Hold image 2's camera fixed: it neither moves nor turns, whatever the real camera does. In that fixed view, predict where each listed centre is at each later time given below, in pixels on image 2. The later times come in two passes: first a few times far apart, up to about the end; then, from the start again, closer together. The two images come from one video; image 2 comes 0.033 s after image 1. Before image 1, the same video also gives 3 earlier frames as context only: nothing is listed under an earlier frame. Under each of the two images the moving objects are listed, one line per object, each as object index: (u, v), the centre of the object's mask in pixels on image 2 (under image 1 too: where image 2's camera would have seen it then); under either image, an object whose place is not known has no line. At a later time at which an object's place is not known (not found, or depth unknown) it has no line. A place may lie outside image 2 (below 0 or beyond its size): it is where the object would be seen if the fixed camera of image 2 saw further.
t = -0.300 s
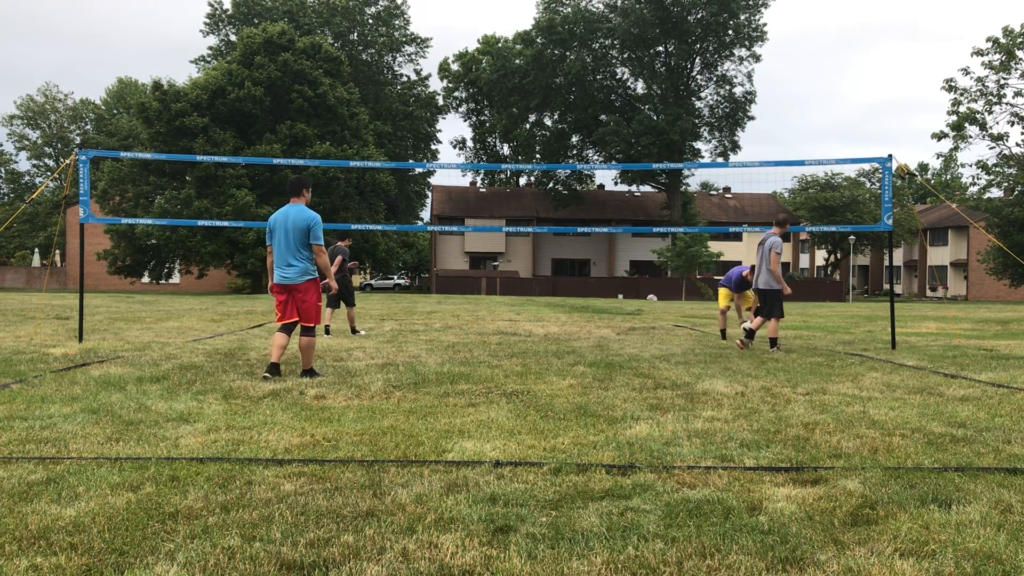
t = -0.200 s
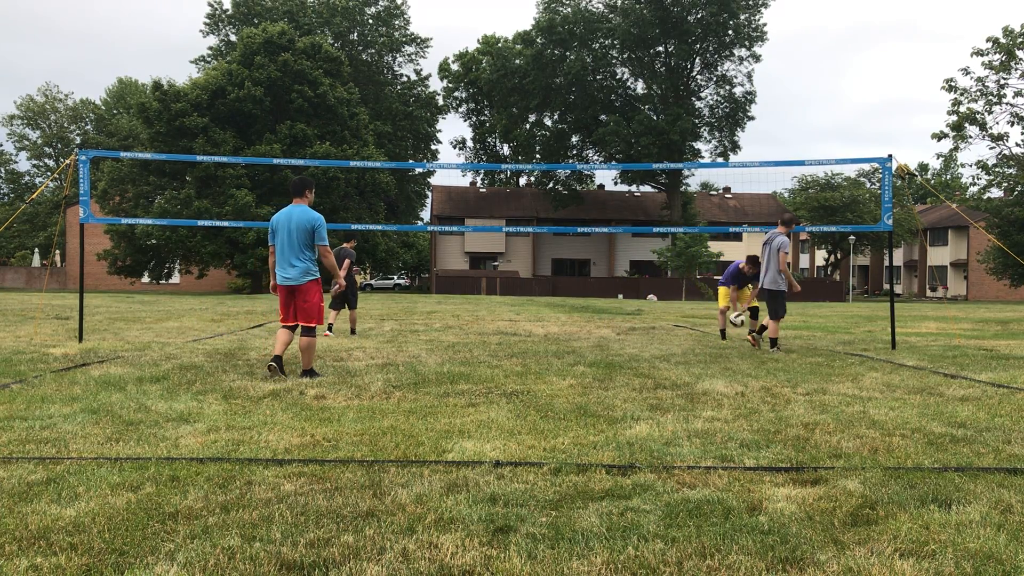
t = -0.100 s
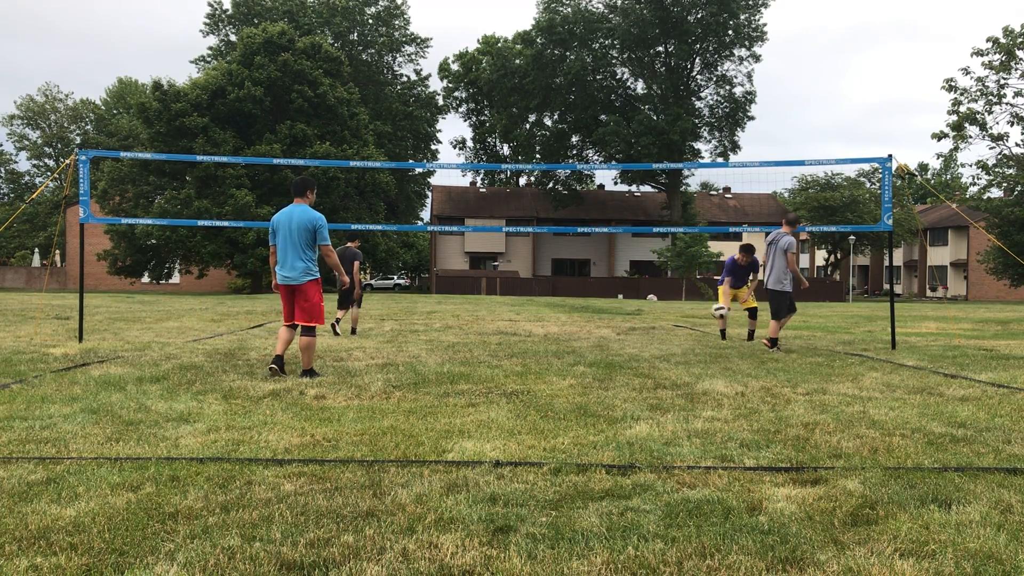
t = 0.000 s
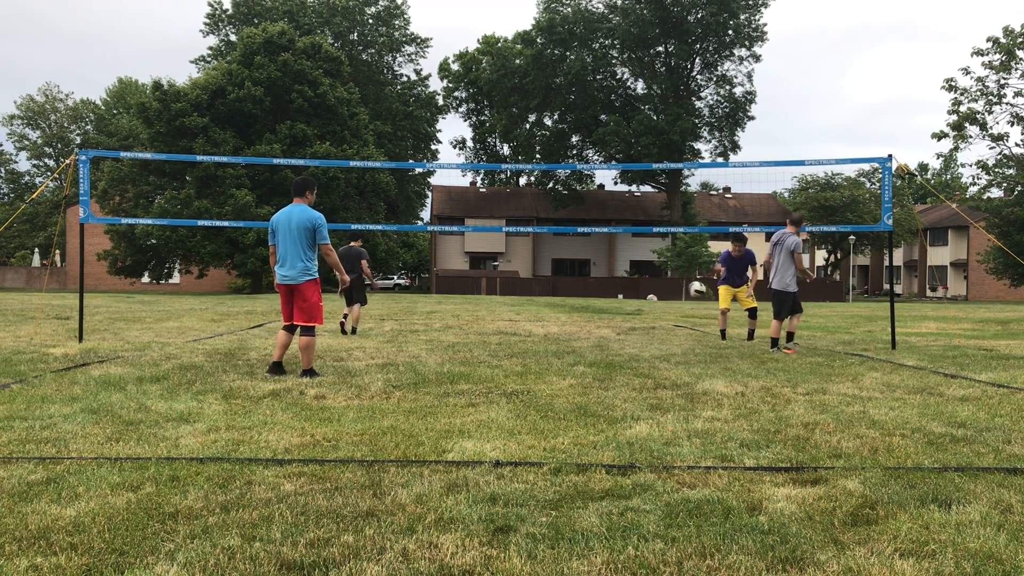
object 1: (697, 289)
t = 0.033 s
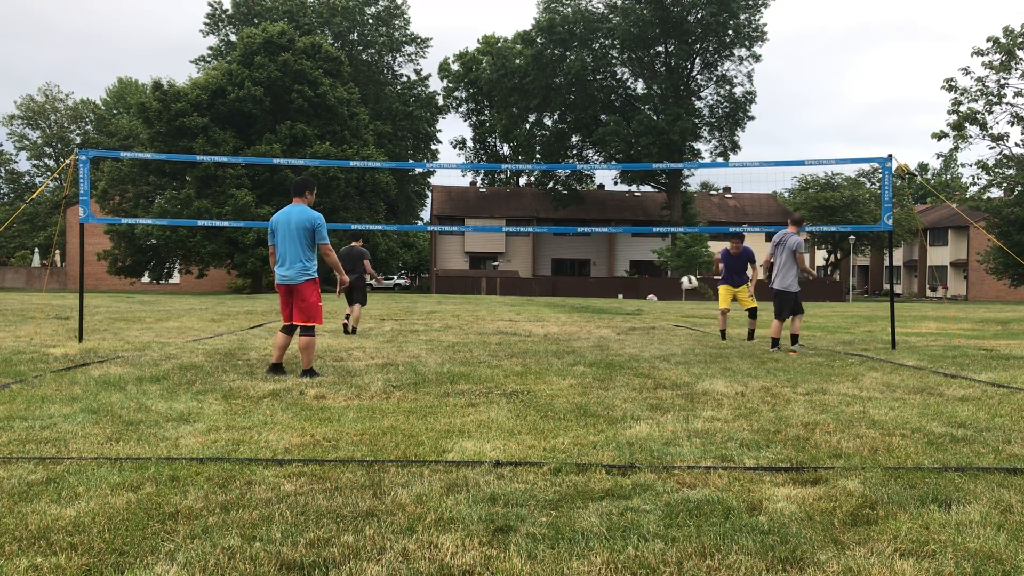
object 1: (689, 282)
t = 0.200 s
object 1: (645, 264)
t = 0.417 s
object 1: (578, 273)
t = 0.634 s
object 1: (496, 334)
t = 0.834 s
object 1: (431, 344)
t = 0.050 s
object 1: (684, 280)
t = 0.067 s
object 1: (680, 278)
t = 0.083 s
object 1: (676, 276)
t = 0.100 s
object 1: (672, 273)
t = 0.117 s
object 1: (668, 271)
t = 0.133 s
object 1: (663, 269)
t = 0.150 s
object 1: (659, 268)
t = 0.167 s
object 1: (655, 266)
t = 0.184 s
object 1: (650, 265)
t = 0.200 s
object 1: (645, 264)
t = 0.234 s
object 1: (636, 263)
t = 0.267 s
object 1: (627, 264)
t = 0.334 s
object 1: (605, 265)
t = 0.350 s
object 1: (600, 266)
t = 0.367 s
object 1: (595, 267)
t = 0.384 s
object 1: (590, 269)
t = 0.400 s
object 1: (584, 271)
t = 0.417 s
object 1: (578, 273)
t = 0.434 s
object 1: (572, 276)
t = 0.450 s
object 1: (567, 279)
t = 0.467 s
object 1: (561, 282)
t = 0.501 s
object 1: (548, 290)
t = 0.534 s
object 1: (536, 298)
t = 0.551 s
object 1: (530, 304)
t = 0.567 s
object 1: (523, 308)
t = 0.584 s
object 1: (517, 314)
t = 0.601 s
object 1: (510, 321)
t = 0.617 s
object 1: (503, 327)
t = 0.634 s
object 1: (496, 334)
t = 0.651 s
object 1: (489, 341)
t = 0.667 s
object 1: (481, 349)
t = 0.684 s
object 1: (473, 357)
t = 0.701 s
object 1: (467, 363)
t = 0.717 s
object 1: (460, 365)
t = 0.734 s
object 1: (456, 363)
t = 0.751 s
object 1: (453, 361)
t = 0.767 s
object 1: (448, 357)
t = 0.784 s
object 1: (444, 353)
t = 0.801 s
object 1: (439, 350)
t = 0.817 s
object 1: (436, 347)
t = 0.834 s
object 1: (431, 344)
